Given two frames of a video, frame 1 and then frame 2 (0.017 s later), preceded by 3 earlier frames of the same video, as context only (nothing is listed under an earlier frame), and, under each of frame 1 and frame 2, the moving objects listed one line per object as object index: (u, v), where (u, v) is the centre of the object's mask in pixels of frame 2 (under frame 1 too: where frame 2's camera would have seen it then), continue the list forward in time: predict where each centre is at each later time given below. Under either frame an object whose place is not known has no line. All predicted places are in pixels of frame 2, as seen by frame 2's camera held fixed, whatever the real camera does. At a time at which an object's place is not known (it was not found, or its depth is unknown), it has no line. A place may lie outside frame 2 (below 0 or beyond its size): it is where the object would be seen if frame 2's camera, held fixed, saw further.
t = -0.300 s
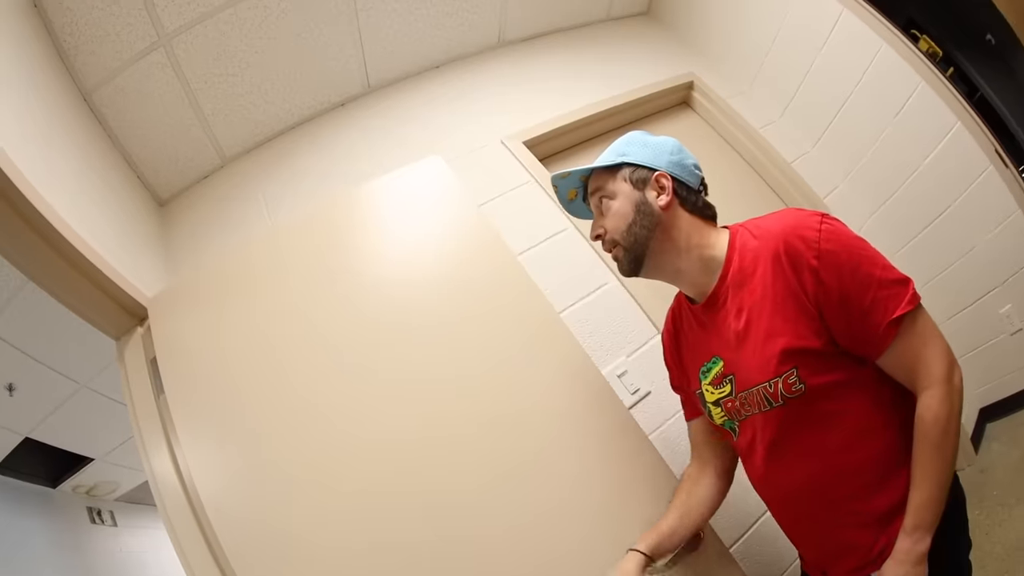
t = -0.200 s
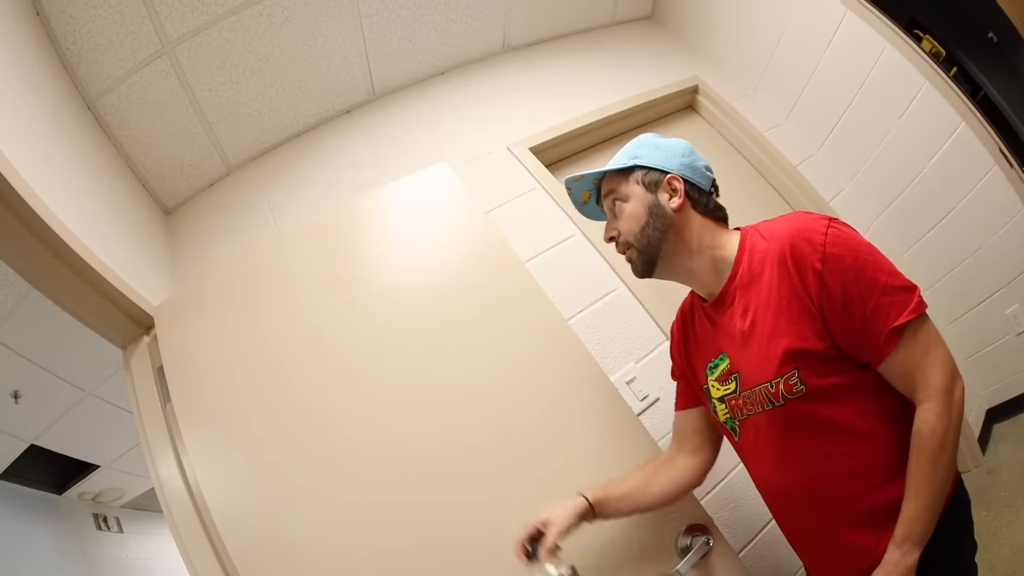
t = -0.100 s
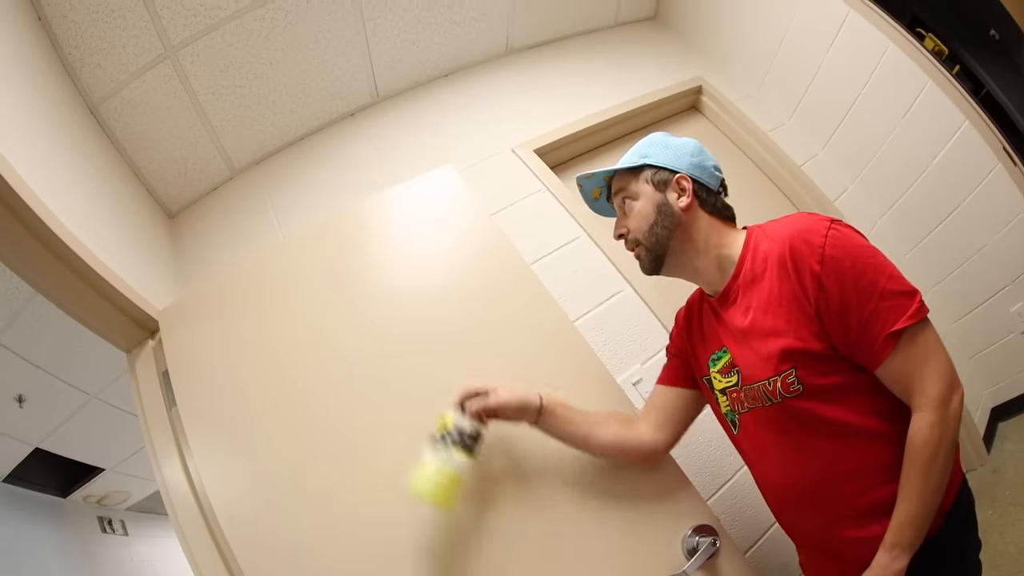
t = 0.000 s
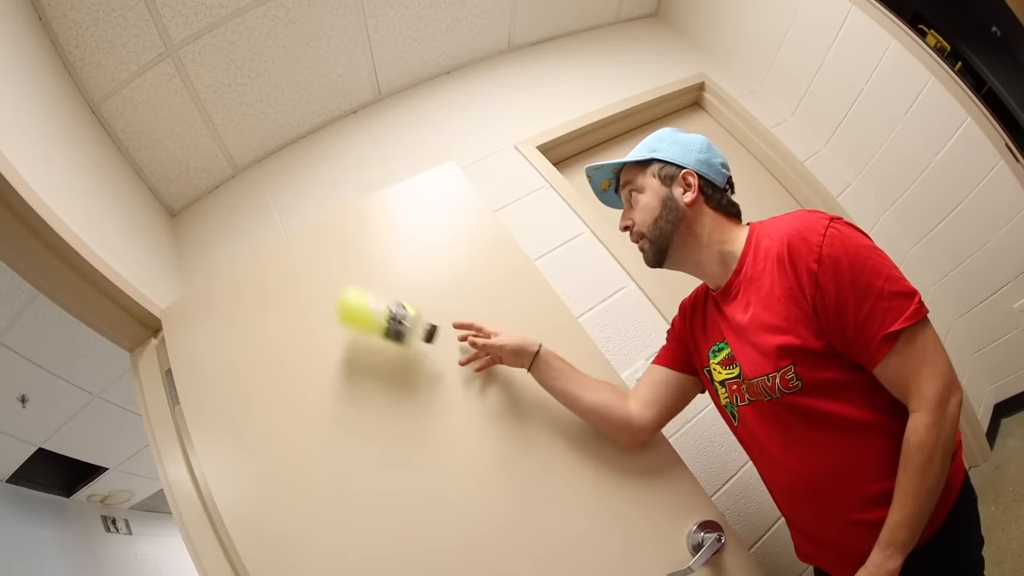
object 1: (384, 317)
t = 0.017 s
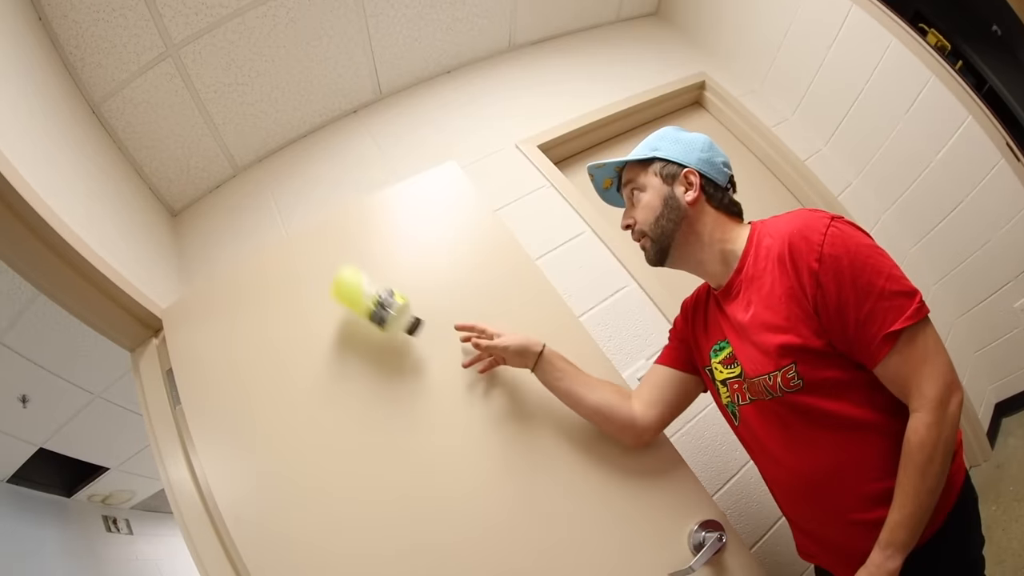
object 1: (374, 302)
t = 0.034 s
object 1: (364, 287)
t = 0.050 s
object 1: (354, 273)
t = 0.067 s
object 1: (345, 259)
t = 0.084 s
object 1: (338, 247)
